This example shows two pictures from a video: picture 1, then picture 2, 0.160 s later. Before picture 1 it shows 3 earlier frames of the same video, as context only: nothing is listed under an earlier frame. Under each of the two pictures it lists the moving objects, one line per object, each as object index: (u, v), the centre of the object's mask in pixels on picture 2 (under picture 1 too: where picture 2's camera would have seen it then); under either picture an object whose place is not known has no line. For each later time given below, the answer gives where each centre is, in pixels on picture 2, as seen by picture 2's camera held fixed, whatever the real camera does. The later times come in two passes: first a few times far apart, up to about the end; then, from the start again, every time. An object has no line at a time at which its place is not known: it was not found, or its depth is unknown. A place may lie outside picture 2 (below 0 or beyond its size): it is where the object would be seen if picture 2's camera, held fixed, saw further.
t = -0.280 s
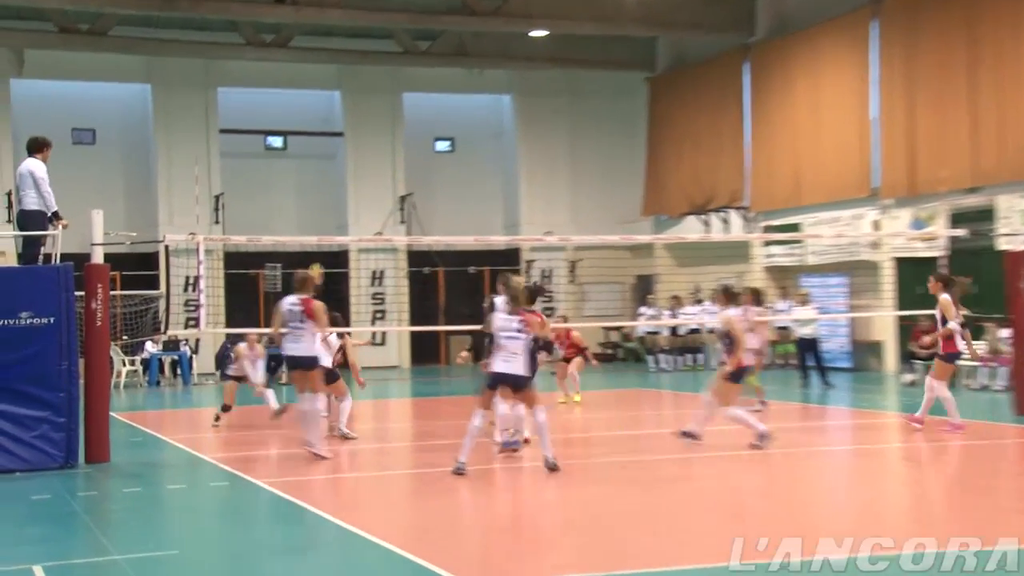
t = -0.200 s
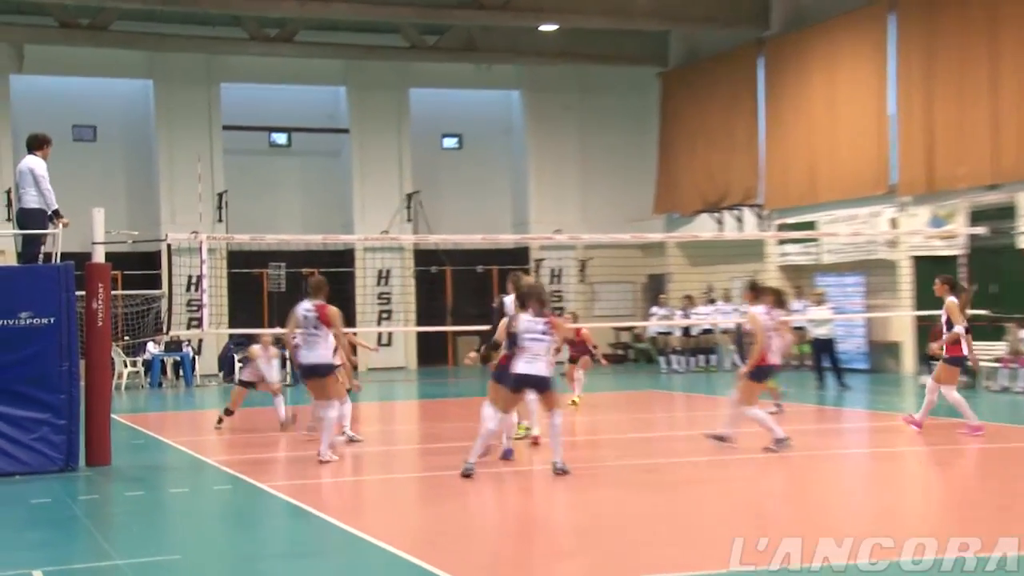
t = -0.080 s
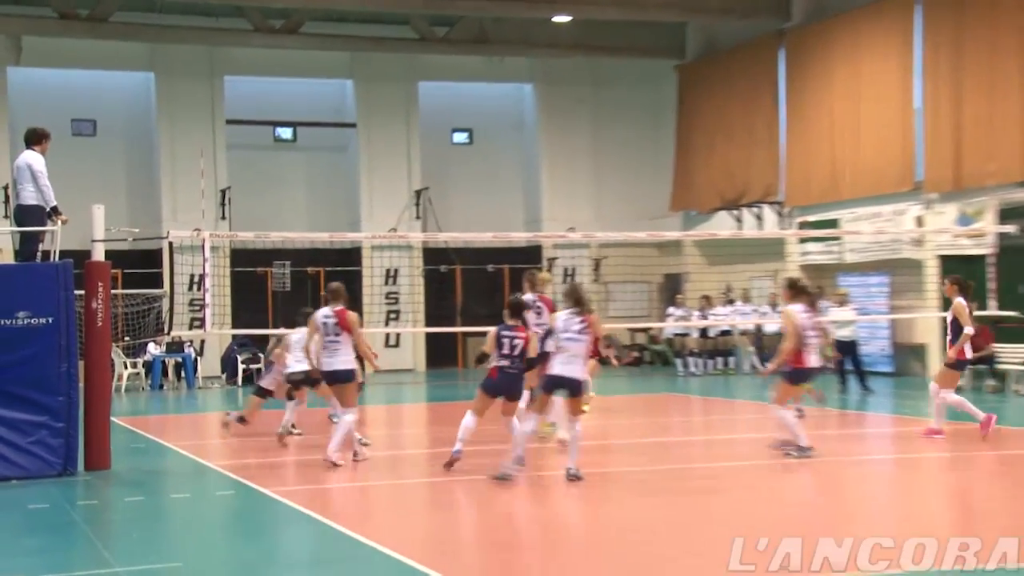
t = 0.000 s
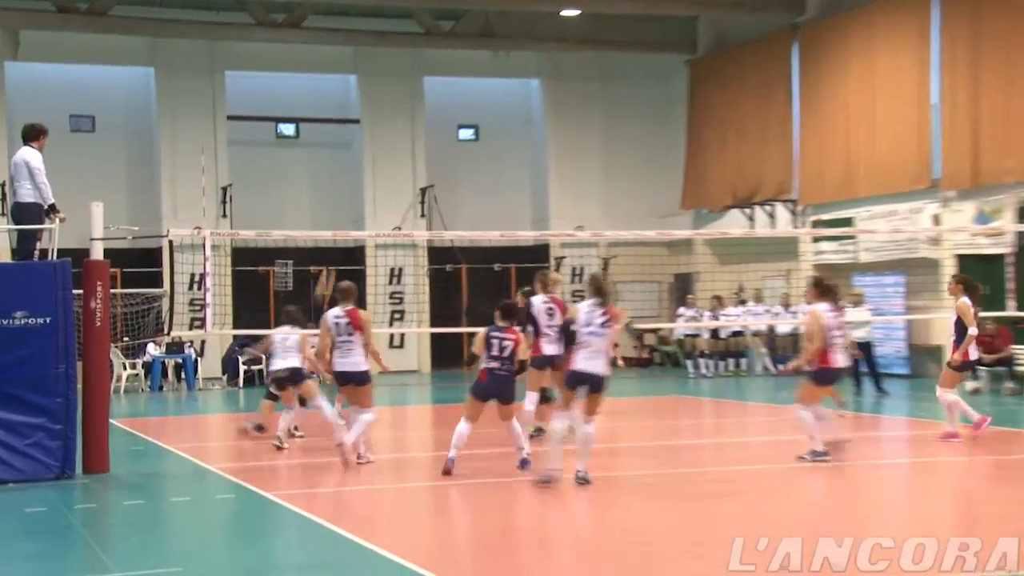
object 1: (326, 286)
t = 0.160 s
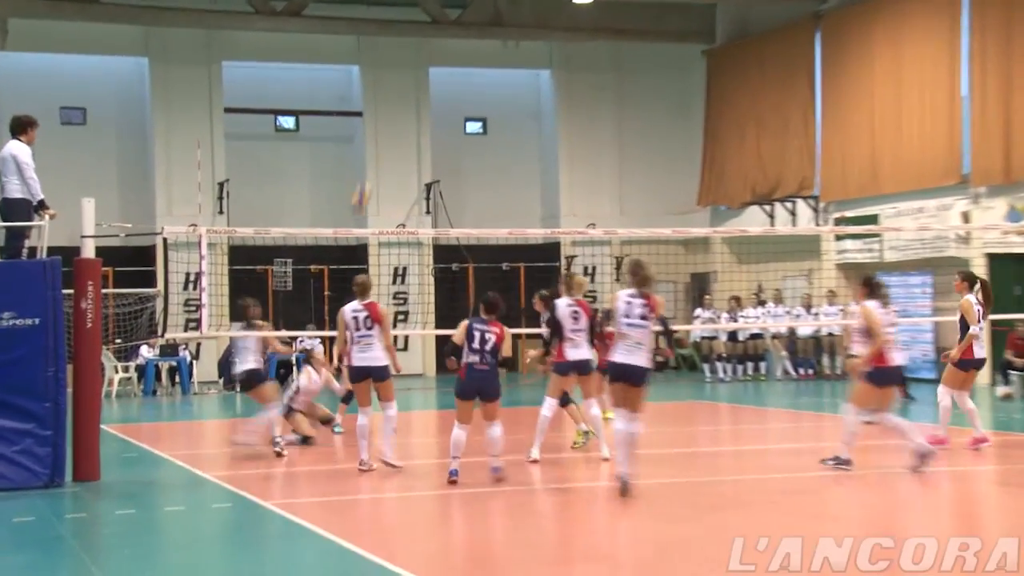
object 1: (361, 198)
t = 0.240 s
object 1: (379, 160)
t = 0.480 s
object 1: (426, 88)
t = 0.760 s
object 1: (482, 66)
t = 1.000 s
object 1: (528, 94)
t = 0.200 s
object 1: (370, 181)
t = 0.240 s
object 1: (379, 160)
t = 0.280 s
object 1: (385, 146)
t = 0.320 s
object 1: (394, 131)
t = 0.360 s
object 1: (403, 118)
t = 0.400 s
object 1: (410, 106)
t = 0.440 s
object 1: (417, 96)
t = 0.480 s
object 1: (426, 88)
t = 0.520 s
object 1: (435, 80)
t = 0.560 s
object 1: (442, 74)
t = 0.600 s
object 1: (451, 70)
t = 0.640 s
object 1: (459, 67)
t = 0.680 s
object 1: (467, 66)
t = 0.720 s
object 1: (474, 64)
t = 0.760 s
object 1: (482, 66)
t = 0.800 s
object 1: (490, 69)
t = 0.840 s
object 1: (498, 71)
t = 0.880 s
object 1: (504, 73)
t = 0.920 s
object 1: (512, 79)
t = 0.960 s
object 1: (520, 85)
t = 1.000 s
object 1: (528, 94)
